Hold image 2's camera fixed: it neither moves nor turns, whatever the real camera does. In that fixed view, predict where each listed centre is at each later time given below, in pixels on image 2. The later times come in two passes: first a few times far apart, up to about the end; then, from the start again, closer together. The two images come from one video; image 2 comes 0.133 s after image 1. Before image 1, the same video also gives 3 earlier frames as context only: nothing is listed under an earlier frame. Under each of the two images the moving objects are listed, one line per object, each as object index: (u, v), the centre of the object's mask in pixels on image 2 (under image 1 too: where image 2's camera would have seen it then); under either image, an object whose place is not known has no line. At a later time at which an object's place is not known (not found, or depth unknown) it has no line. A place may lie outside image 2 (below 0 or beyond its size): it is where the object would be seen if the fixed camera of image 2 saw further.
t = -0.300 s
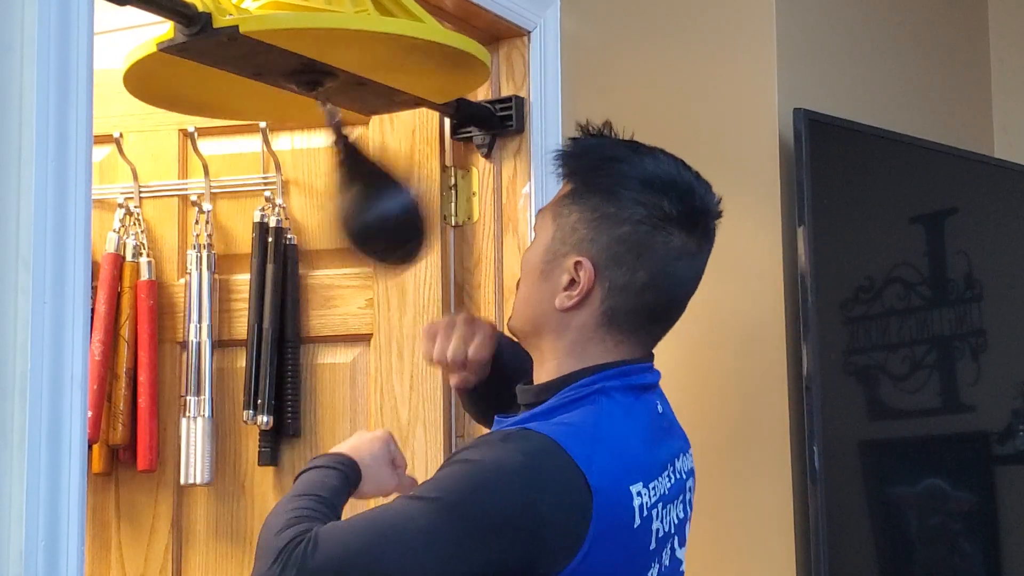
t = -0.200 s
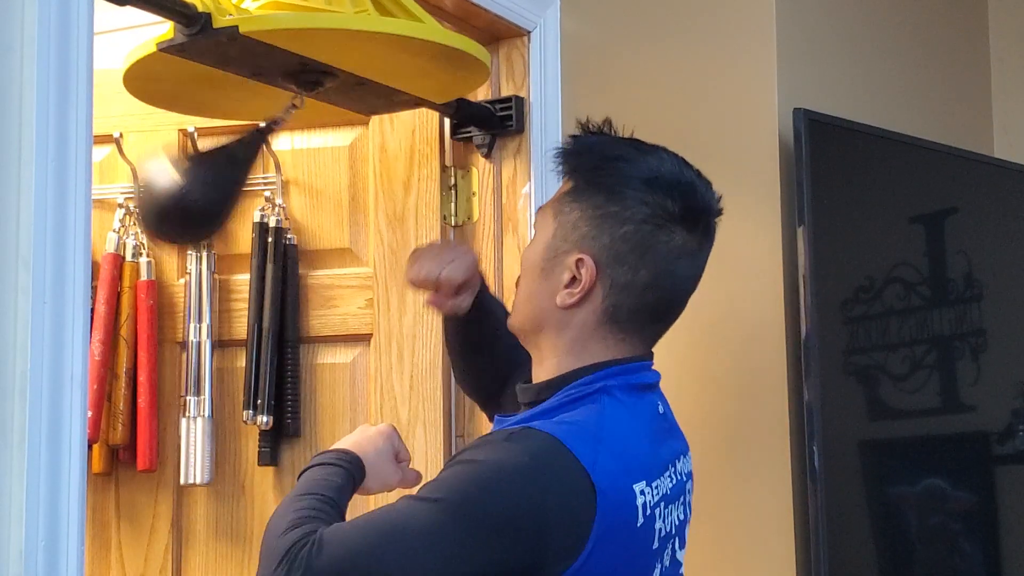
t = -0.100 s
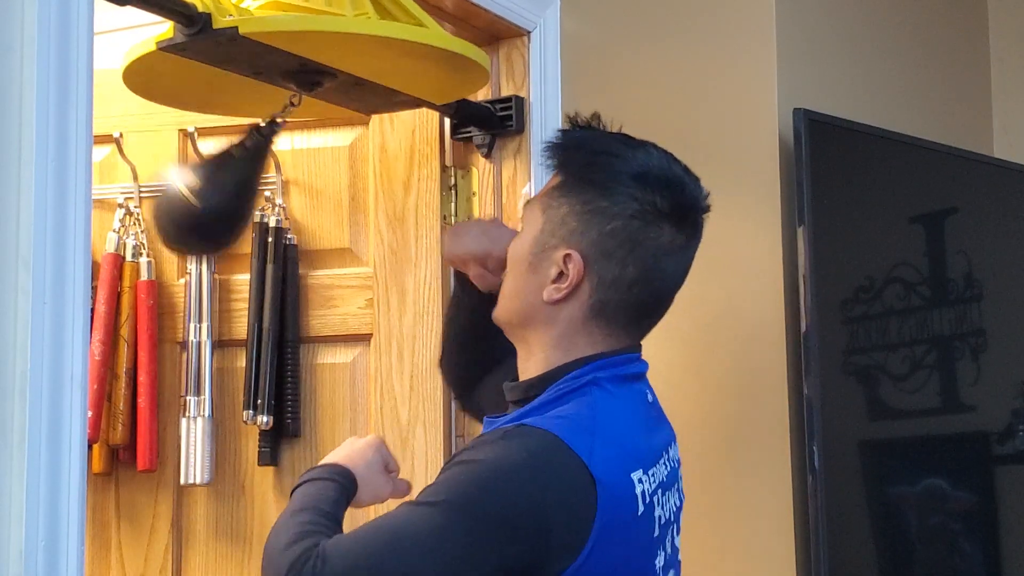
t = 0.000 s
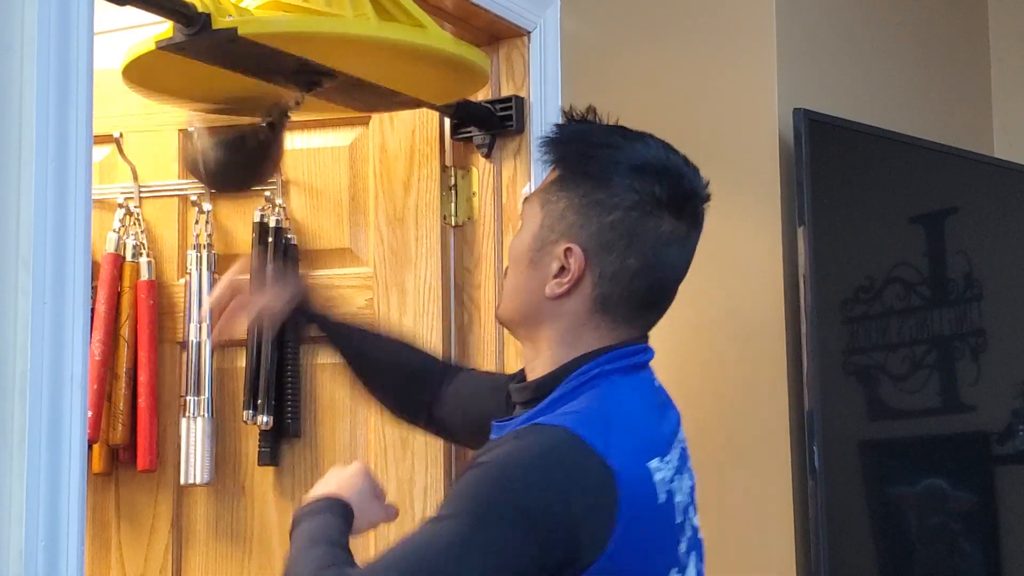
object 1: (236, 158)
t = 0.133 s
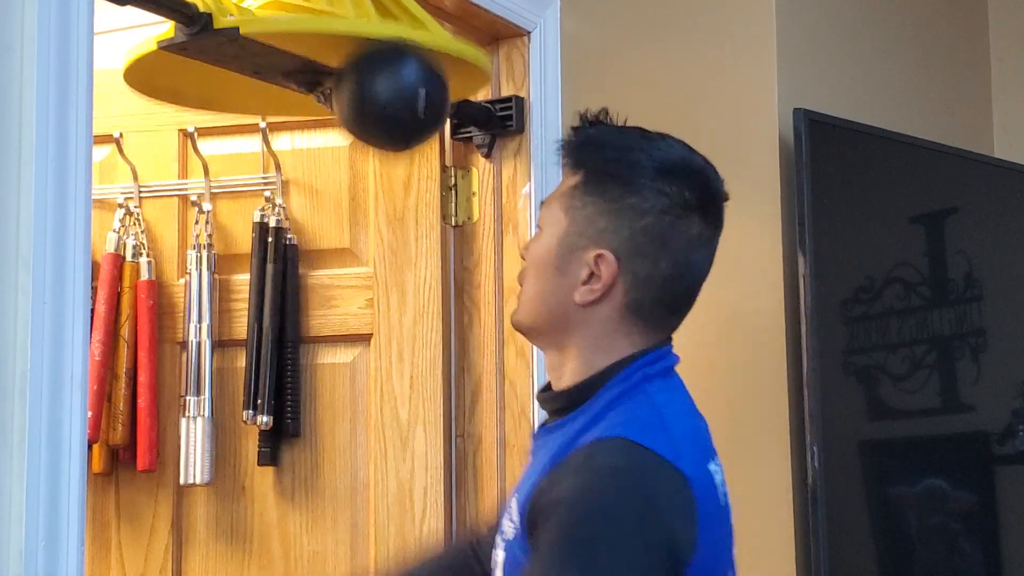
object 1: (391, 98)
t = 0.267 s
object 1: (286, 238)
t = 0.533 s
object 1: (330, 231)
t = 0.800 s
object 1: (360, 194)
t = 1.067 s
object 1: (250, 187)
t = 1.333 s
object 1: (276, 237)
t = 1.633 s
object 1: (381, 136)
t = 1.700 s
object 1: (378, 147)
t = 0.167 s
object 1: (378, 163)
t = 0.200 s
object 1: (349, 215)
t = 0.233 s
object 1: (316, 243)
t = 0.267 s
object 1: (286, 238)
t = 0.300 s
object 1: (262, 209)
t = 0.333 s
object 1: (246, 171)
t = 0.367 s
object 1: (245, 175)
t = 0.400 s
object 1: (256, 201)
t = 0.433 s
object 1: (270, 226)
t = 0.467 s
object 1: (288, 240)
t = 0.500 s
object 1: (309, 244)
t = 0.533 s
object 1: (330, 231)
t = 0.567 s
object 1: (351, 204)
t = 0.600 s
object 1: (366, 171)
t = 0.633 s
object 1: (376, 135)
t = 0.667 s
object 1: (380, 103)
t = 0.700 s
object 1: (381, 108)
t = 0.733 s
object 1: (379, 134)
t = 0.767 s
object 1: (373, 165)
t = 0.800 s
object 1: (360, 194)
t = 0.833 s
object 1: (345, 220)
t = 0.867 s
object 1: (326, 240)
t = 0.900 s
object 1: (308, 244)
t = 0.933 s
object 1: (291, 240)
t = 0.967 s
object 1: (276, 230)
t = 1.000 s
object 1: (265, 216)
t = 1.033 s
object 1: (255, 203)
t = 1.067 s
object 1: (250, 187)
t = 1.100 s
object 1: (246, 177)
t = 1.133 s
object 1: (244, 173)
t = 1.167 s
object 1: (244, 175)
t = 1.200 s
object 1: (245, 182)
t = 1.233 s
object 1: (249, 194)
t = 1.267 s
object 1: (254, 209)
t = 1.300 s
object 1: (263, 224)
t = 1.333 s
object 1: (276, 237)
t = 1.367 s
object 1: (291, 242)
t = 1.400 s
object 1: (307, 242)
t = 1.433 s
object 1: (325, 233)
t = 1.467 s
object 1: (342, 215)
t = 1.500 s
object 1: (357, 195)
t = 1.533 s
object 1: (368, 174)
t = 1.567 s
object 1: (375, 156)
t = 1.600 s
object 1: (379, 143)
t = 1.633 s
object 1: (381, 136)
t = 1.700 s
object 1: (378, 147)
